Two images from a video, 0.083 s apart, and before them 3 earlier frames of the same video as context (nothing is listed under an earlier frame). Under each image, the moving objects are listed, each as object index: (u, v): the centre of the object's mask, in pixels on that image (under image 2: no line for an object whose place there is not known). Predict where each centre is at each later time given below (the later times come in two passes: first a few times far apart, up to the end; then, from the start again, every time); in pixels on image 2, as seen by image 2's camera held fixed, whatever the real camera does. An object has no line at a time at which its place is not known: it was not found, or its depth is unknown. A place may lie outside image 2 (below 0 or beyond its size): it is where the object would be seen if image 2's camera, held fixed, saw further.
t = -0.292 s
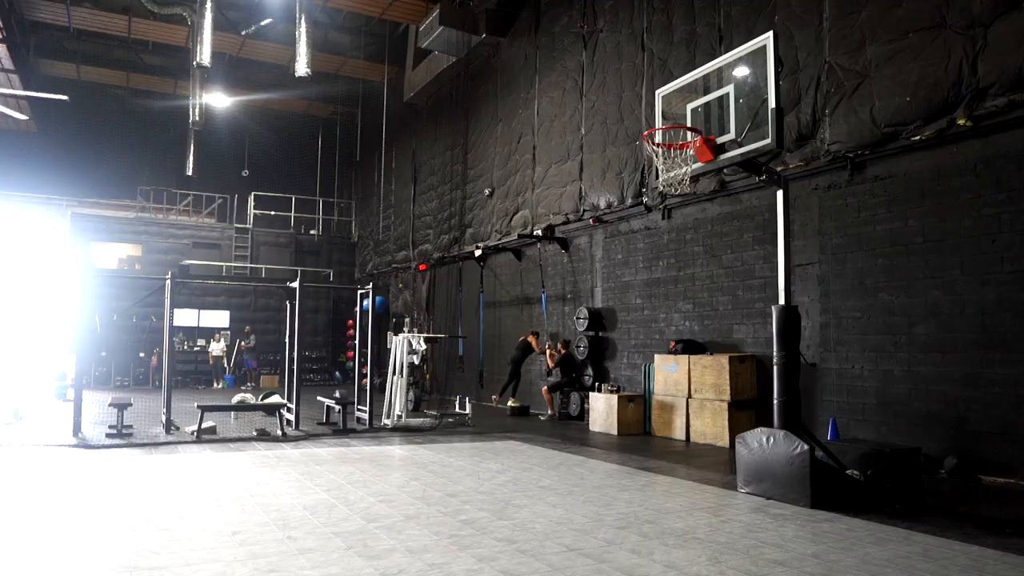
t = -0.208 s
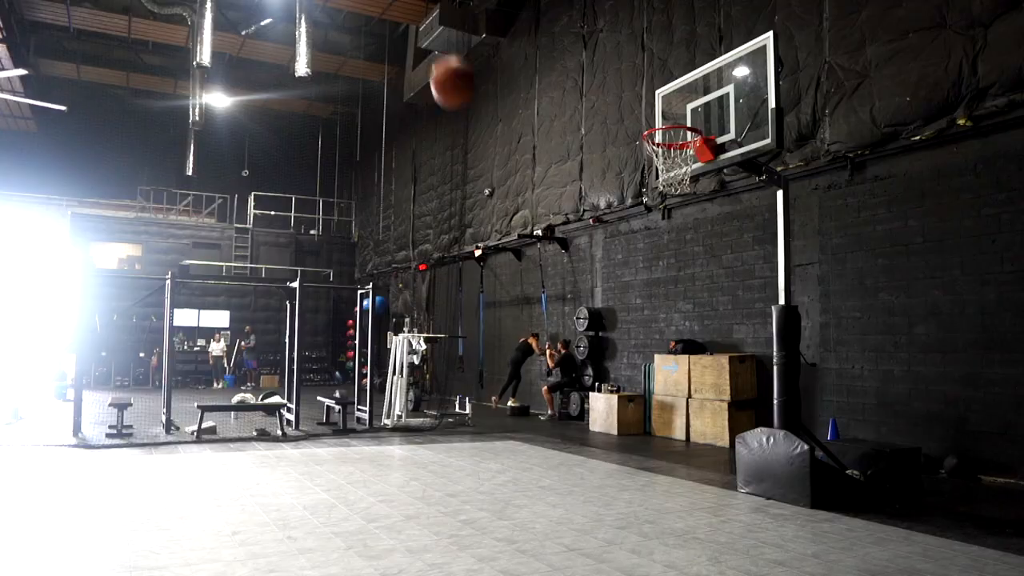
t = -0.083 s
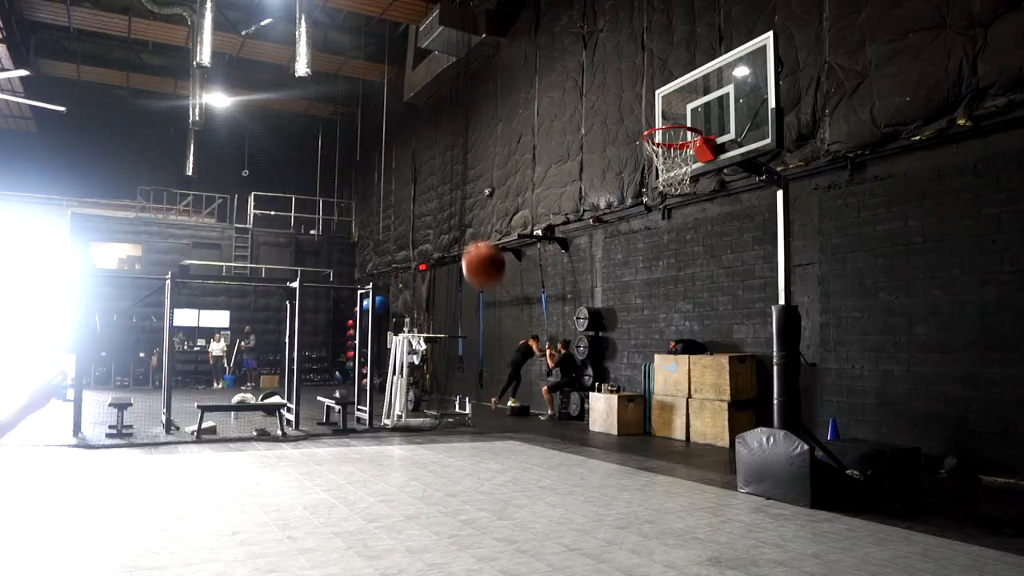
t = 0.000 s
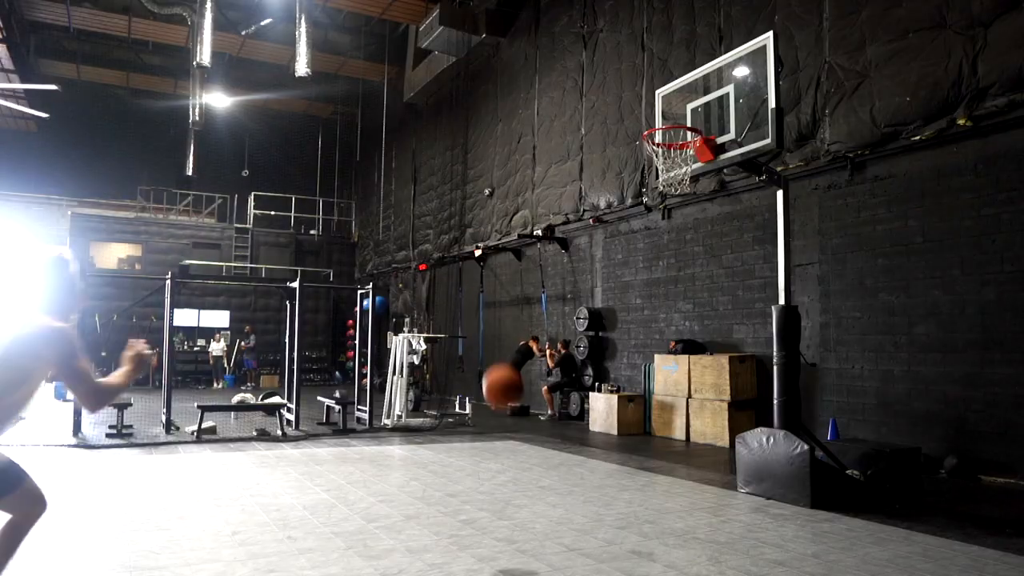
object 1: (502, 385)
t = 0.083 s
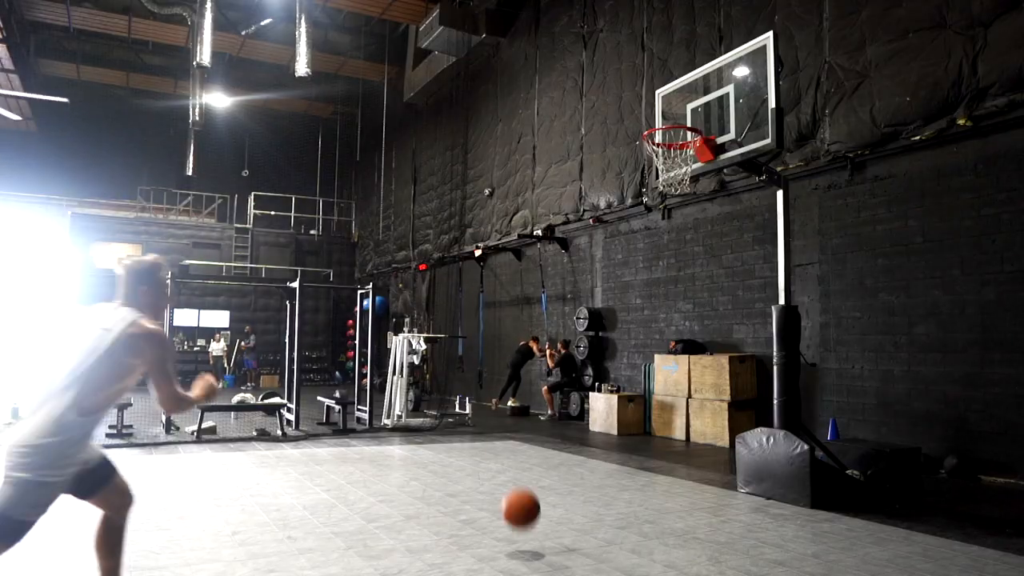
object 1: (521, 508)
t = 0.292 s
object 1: (534, 343)
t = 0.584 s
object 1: (548, 167)
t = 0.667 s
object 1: (551, 142)
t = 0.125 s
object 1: (526, 514)
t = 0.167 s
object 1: (528, 466)
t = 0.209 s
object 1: (530, 422)
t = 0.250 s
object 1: (532, 381)
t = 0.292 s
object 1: (534, 343)
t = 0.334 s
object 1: (536, 309)
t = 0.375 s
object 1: (539, 278)
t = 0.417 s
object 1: (541, 251)
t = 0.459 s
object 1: (542, 226)
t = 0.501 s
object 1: (545, 203)
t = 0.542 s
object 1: (546, 184)
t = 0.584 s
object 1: (548, 167)
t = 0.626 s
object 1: (550, 153)
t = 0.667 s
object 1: (551, 142)
